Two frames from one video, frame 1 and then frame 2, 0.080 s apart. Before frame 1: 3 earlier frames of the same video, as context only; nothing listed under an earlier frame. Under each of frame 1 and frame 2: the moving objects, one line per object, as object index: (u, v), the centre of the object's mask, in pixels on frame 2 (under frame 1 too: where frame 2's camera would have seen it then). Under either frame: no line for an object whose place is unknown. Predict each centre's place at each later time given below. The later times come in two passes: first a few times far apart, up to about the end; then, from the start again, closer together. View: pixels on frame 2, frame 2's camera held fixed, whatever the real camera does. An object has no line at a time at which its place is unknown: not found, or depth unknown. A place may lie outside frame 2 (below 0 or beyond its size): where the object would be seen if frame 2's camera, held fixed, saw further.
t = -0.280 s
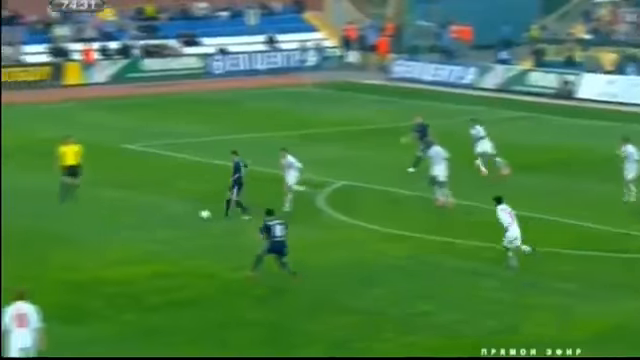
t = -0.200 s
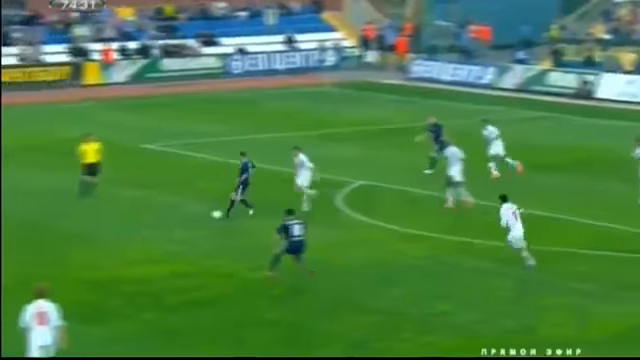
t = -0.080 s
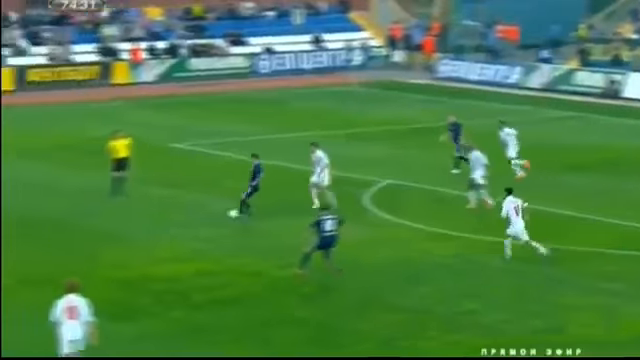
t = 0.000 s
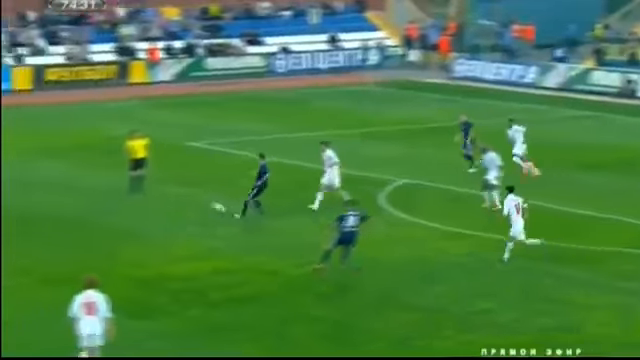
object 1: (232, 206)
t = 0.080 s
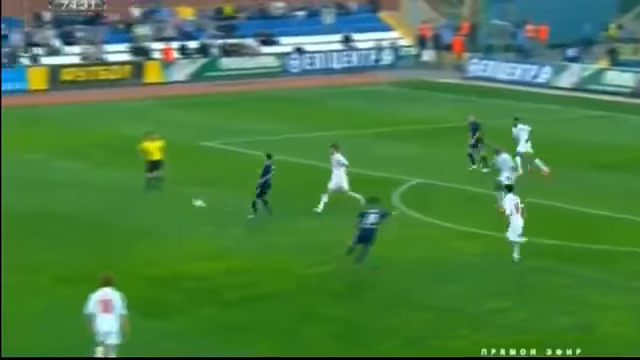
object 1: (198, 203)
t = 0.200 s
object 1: (149, 201)
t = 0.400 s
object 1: (81, 197)
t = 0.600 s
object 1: (16, 190)
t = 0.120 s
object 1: (181, 202)
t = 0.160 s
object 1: (165, 201)
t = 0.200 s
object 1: (149, 201)
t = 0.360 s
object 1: (92, 198)
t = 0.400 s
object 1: (81, 197)
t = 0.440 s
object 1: (64, 197)
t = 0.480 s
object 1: (57, 196)
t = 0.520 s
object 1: (42, 195)
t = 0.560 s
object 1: (28, 191)
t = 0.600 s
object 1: (16, 190)
